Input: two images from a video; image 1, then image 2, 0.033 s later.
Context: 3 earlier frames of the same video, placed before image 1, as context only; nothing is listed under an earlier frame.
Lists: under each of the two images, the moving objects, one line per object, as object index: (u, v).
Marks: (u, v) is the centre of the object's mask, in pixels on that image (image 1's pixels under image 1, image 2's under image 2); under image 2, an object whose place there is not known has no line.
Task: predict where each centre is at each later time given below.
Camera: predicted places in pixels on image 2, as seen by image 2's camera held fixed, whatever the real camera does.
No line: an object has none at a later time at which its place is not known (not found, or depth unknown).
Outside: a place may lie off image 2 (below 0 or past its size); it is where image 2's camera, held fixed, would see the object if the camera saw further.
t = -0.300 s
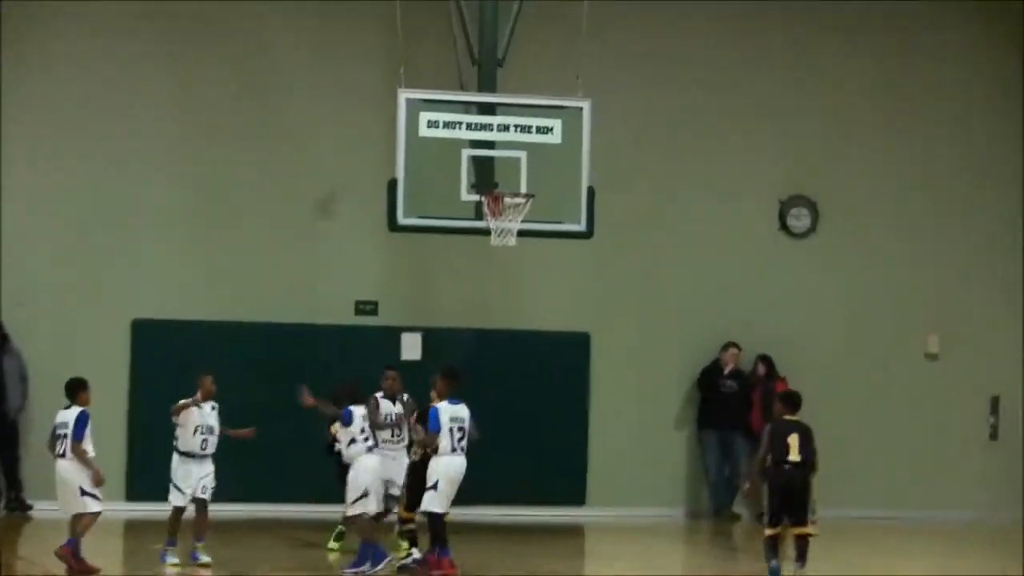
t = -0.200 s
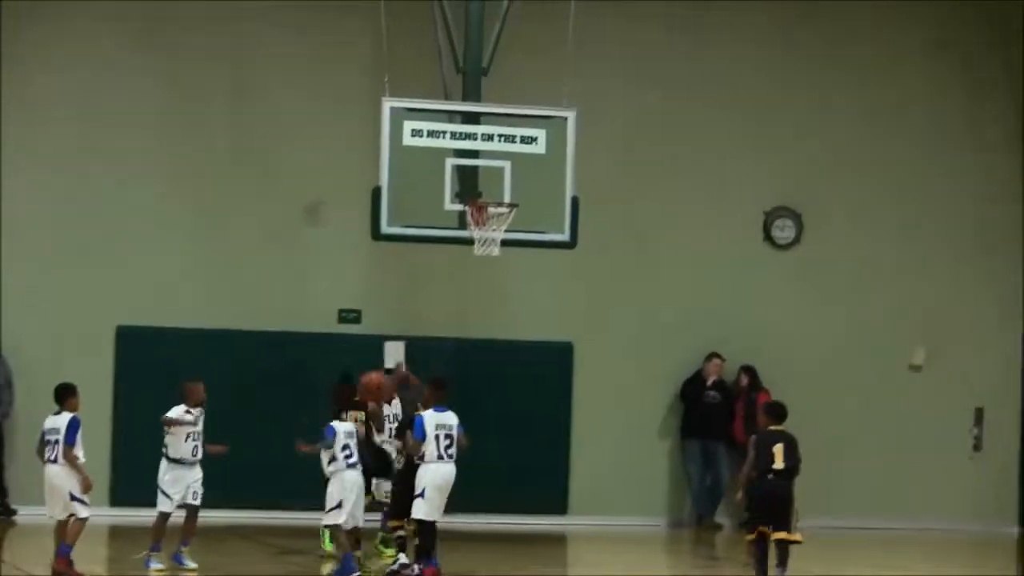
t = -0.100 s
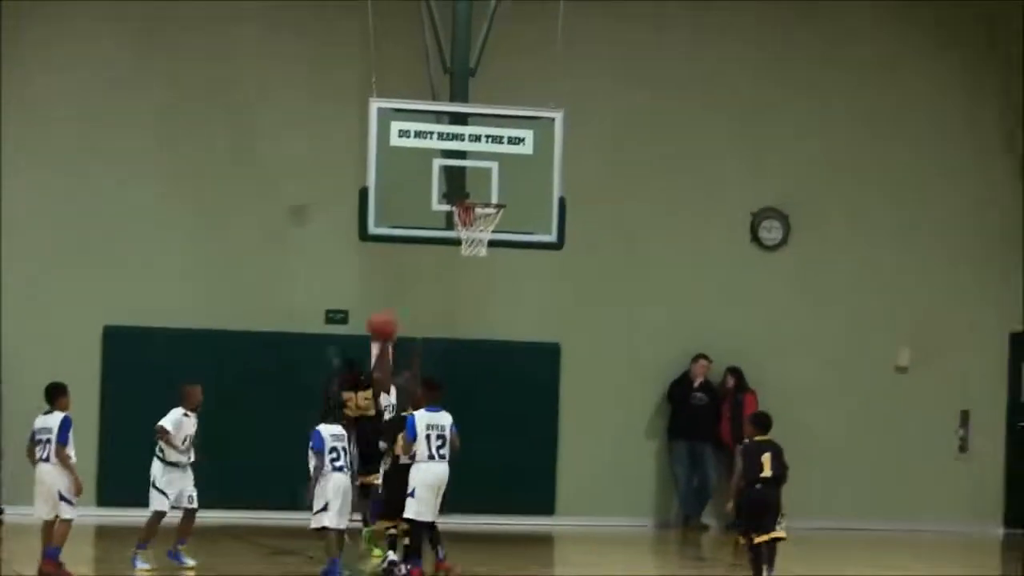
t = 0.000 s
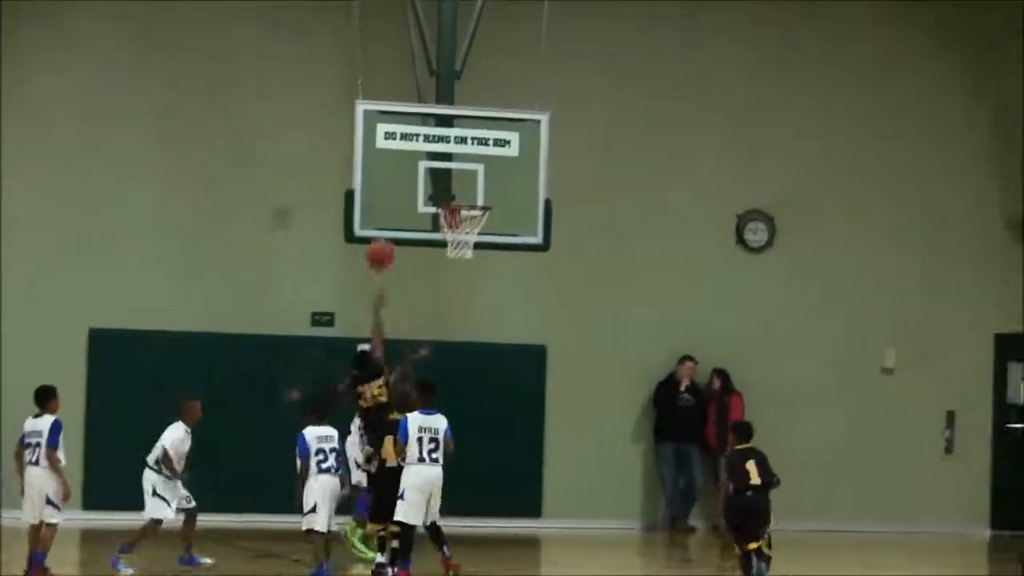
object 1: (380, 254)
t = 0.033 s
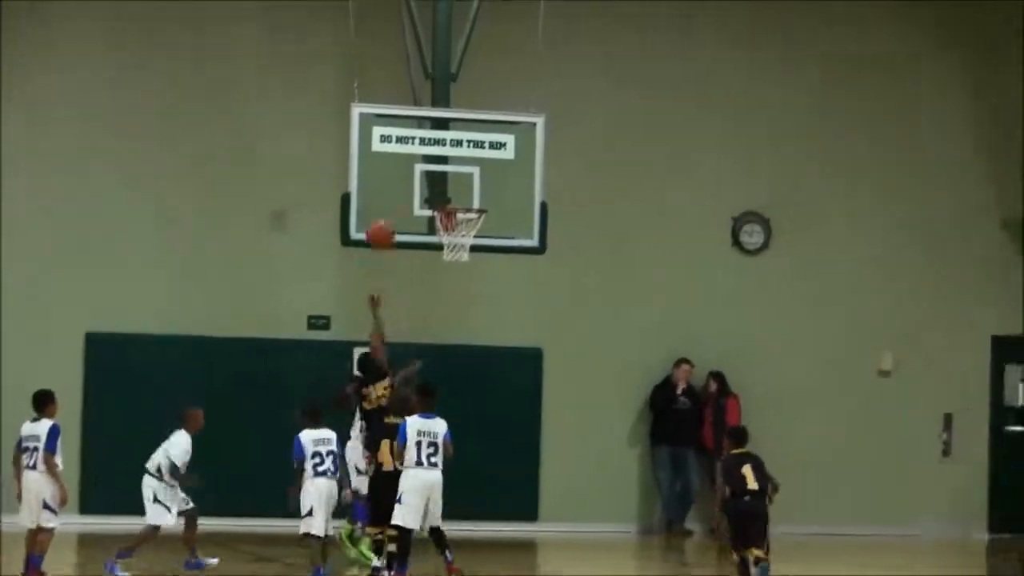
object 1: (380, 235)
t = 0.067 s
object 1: (384, 213)
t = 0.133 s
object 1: (391, 175)
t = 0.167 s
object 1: (394, 159)
